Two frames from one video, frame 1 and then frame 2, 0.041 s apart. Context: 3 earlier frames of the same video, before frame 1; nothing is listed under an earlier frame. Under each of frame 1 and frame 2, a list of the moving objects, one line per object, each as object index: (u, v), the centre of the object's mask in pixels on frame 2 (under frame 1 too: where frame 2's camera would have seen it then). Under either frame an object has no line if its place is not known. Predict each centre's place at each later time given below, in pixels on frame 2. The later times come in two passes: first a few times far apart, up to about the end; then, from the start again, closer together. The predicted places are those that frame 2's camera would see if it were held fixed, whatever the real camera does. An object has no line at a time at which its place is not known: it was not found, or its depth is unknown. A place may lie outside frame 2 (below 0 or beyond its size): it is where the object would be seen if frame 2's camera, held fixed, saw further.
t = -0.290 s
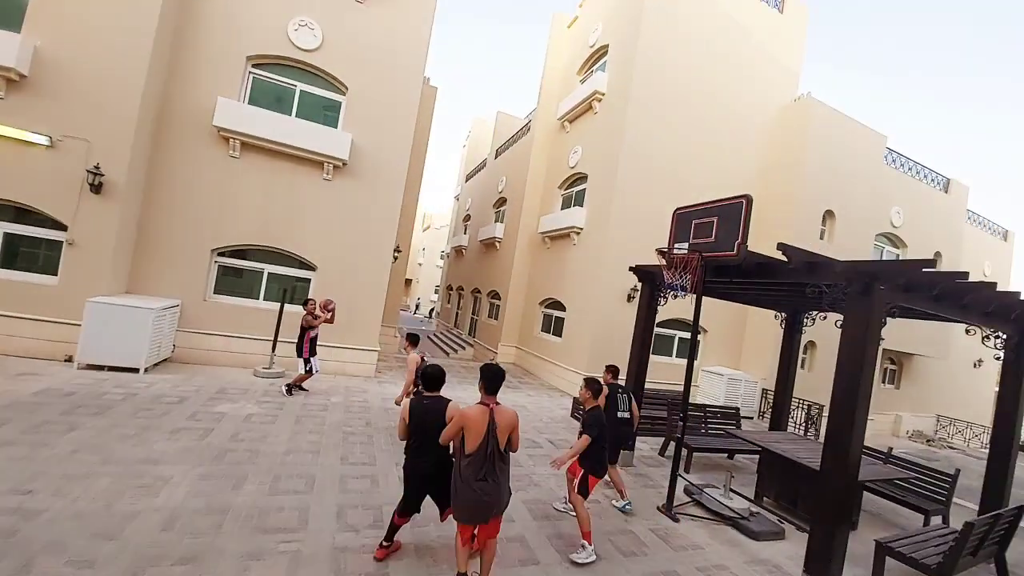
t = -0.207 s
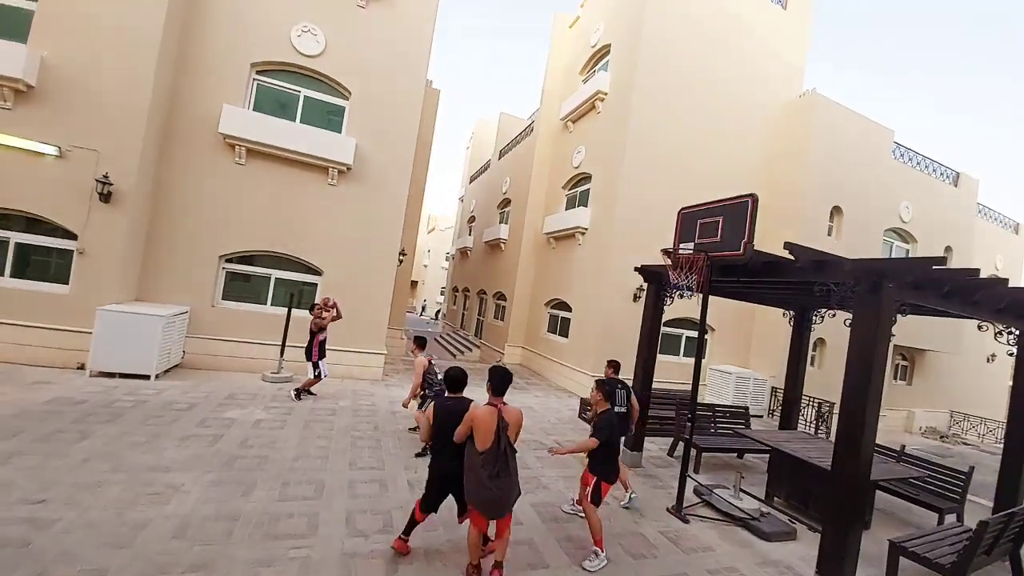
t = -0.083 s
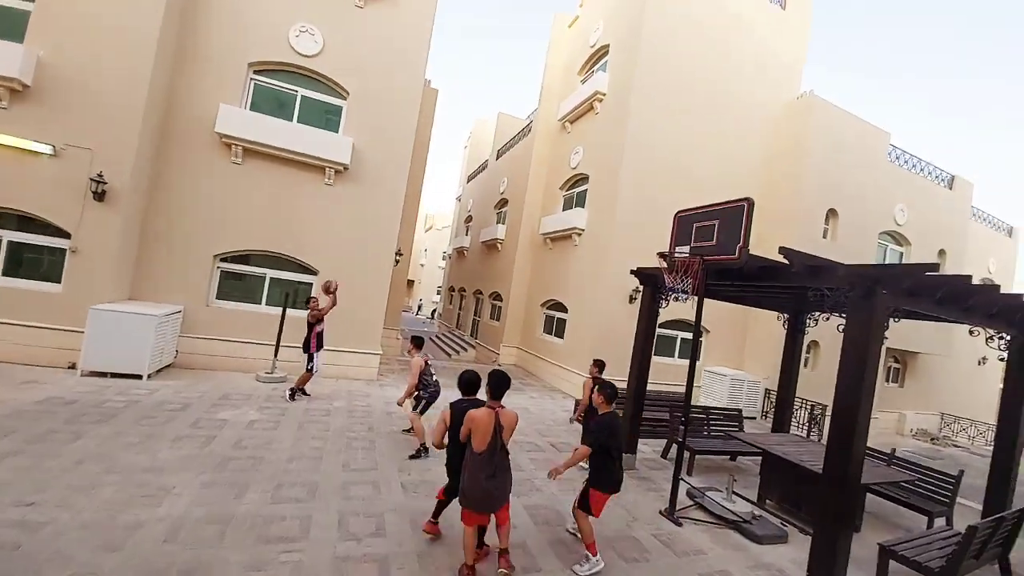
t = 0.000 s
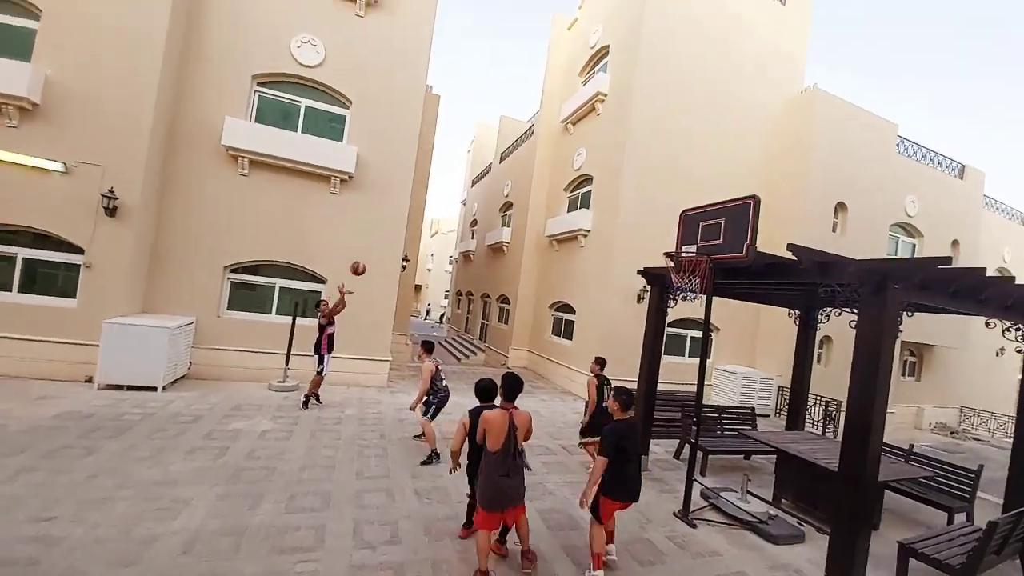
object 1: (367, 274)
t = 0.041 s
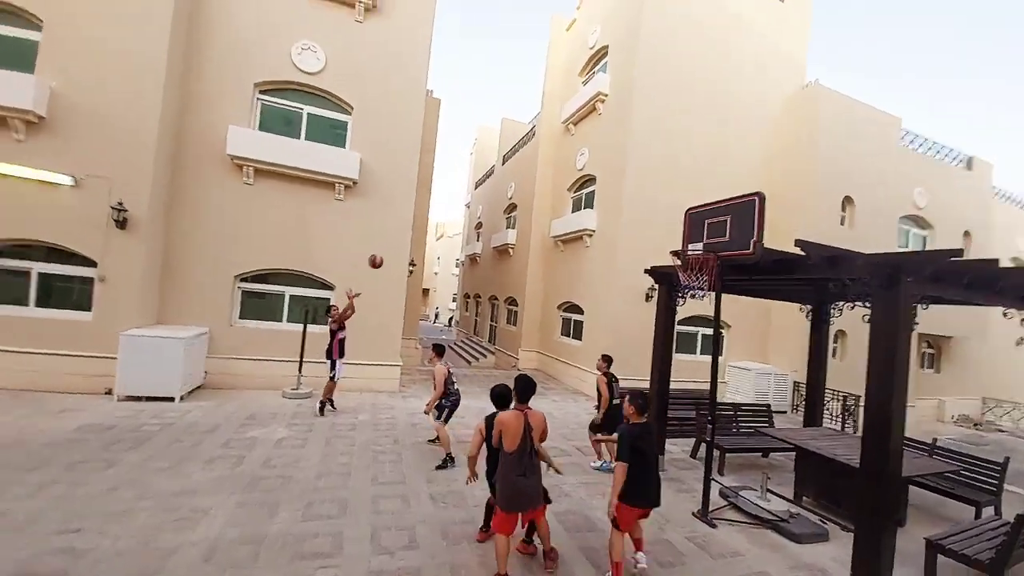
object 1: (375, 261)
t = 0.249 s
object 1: (432, 208)
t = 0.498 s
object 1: (501, 177)
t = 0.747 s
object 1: (578, 187)
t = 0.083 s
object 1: (389, 249)
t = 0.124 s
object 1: (398, 237)
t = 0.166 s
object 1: (410, 227)
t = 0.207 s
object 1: (418, 217)
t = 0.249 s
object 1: (432, 208)
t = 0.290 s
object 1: (442, 201)
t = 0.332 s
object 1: (454, 194)
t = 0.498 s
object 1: (501, 177)
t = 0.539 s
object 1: (514, 176)
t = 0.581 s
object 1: (526, 176)
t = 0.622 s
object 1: (538, 177)
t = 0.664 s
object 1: (551, 179)
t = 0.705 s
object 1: (564, 182)
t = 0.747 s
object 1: (578, 187)
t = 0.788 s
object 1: (591, 193)
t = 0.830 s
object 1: (606, 202)
